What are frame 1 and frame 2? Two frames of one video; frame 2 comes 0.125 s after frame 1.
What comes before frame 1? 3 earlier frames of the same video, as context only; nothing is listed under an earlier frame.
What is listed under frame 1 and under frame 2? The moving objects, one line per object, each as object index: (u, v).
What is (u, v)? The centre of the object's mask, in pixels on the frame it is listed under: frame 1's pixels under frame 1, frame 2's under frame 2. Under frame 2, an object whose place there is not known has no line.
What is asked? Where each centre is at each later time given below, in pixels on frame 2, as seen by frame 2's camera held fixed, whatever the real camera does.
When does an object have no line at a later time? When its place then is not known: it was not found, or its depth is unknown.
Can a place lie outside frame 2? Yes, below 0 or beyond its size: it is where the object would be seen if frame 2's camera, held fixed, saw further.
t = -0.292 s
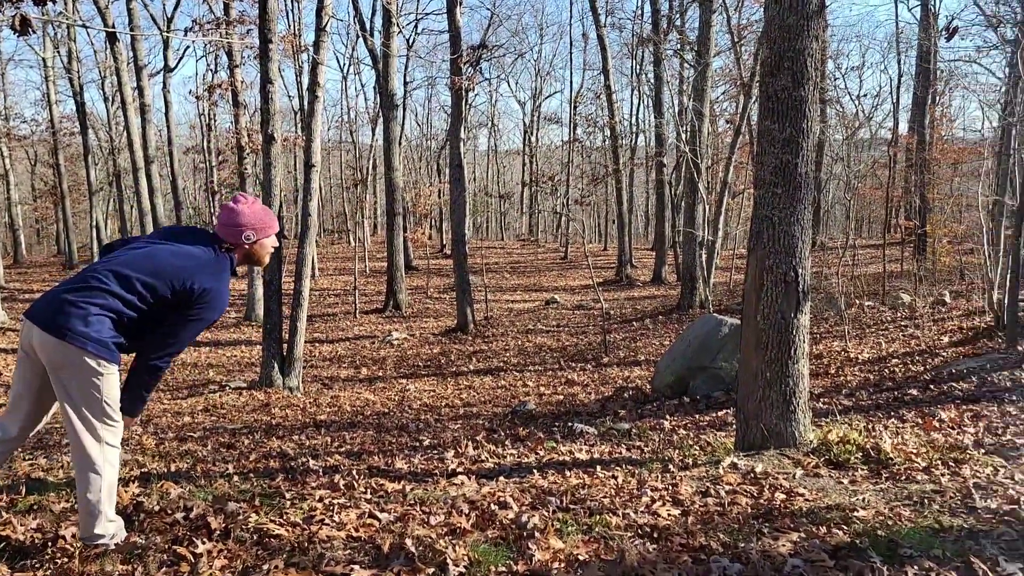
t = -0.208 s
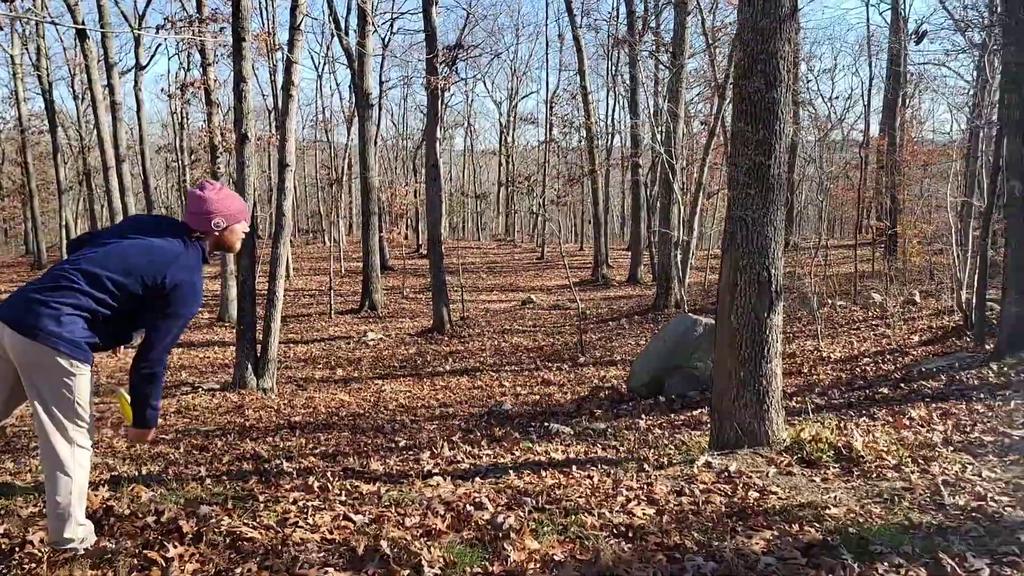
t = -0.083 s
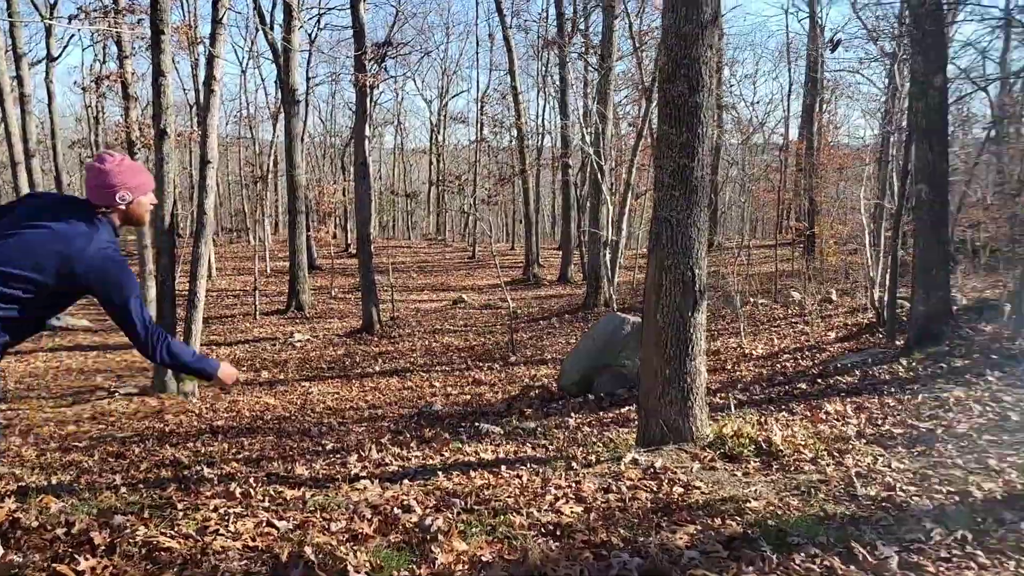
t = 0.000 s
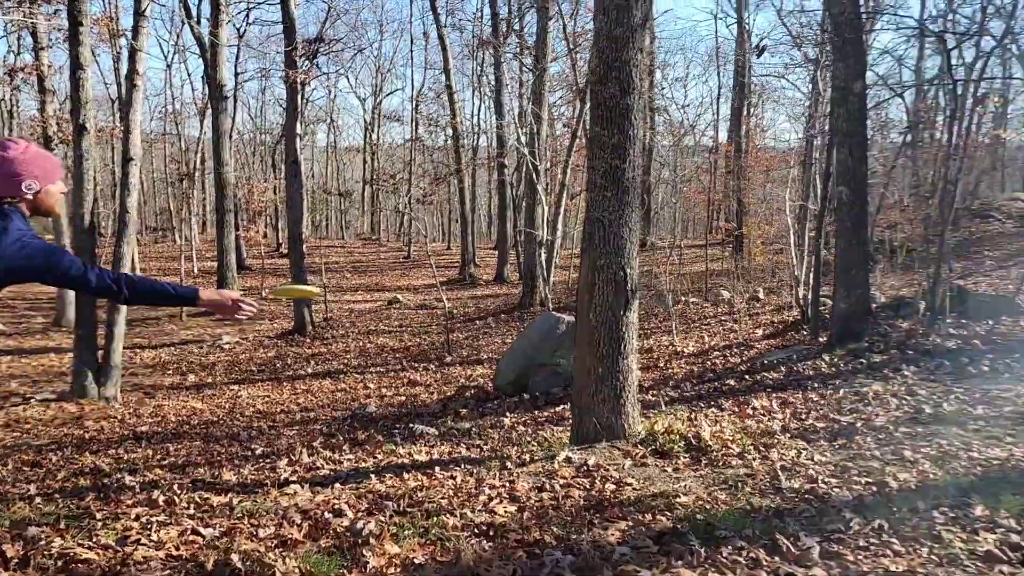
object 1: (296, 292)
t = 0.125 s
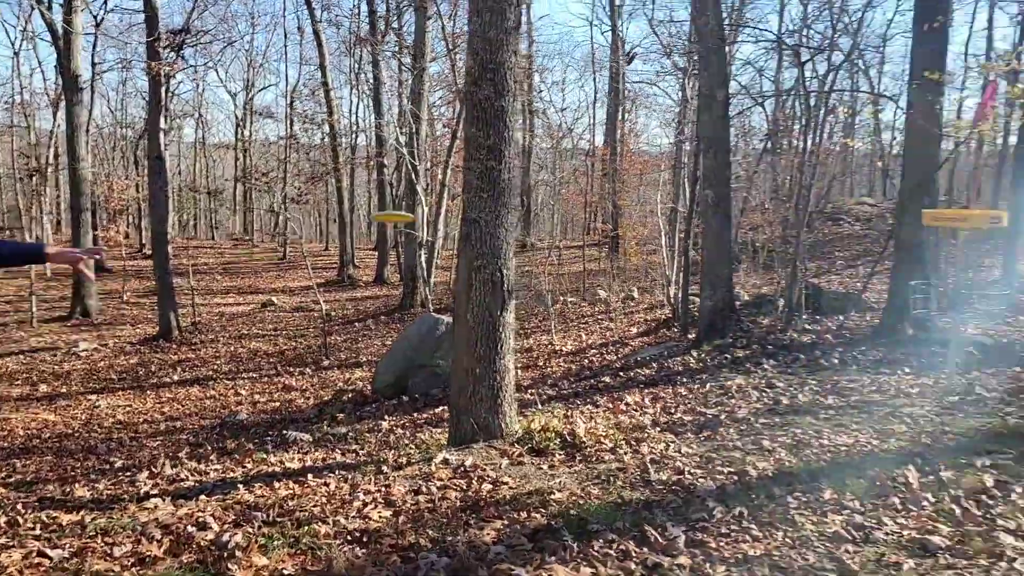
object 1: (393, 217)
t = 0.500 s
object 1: (789, 250)
